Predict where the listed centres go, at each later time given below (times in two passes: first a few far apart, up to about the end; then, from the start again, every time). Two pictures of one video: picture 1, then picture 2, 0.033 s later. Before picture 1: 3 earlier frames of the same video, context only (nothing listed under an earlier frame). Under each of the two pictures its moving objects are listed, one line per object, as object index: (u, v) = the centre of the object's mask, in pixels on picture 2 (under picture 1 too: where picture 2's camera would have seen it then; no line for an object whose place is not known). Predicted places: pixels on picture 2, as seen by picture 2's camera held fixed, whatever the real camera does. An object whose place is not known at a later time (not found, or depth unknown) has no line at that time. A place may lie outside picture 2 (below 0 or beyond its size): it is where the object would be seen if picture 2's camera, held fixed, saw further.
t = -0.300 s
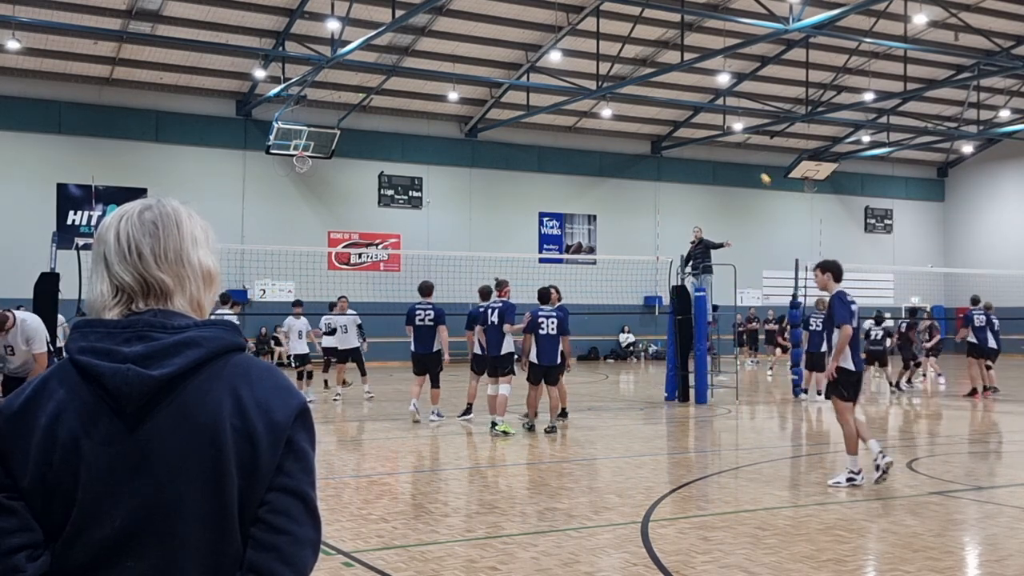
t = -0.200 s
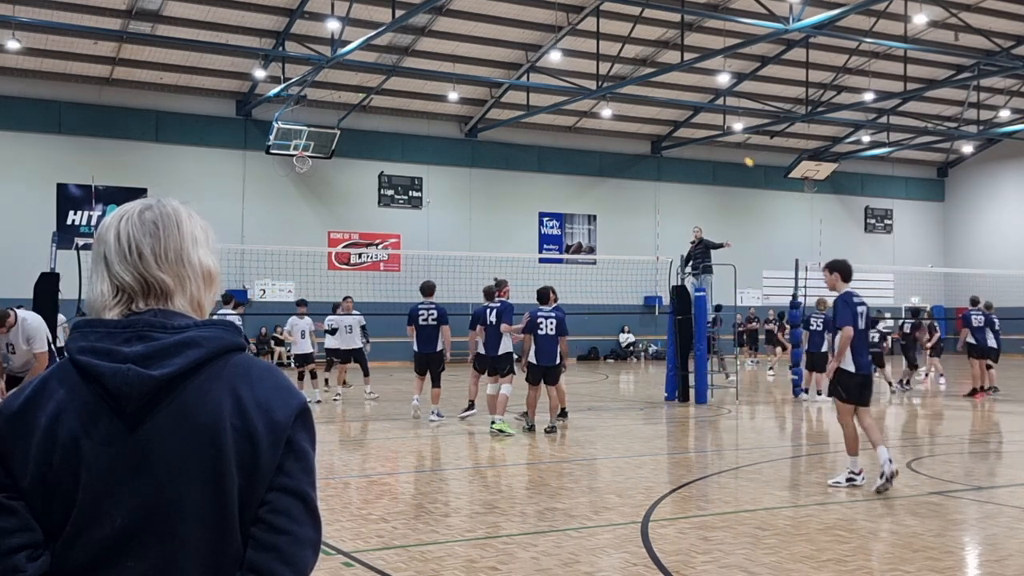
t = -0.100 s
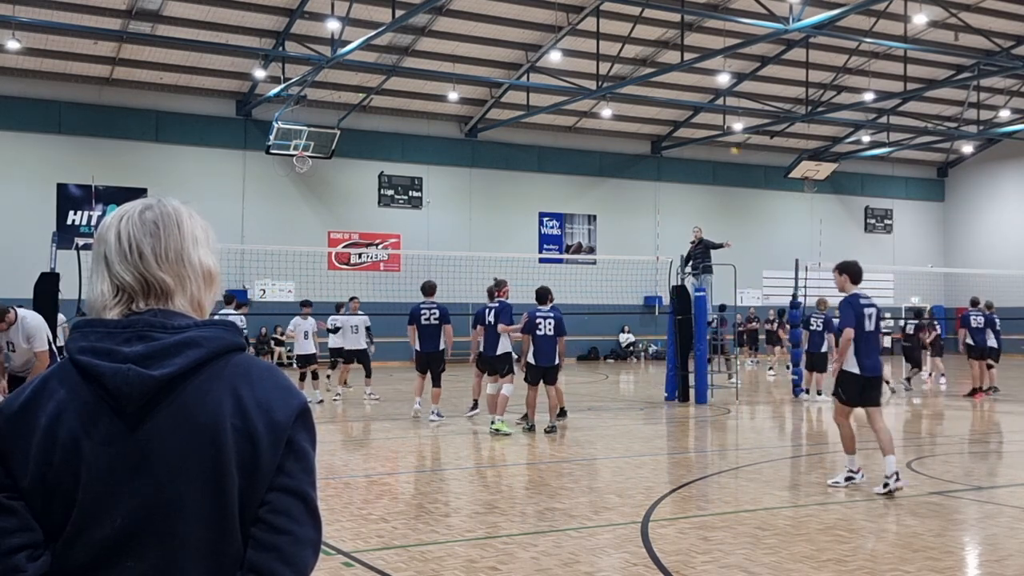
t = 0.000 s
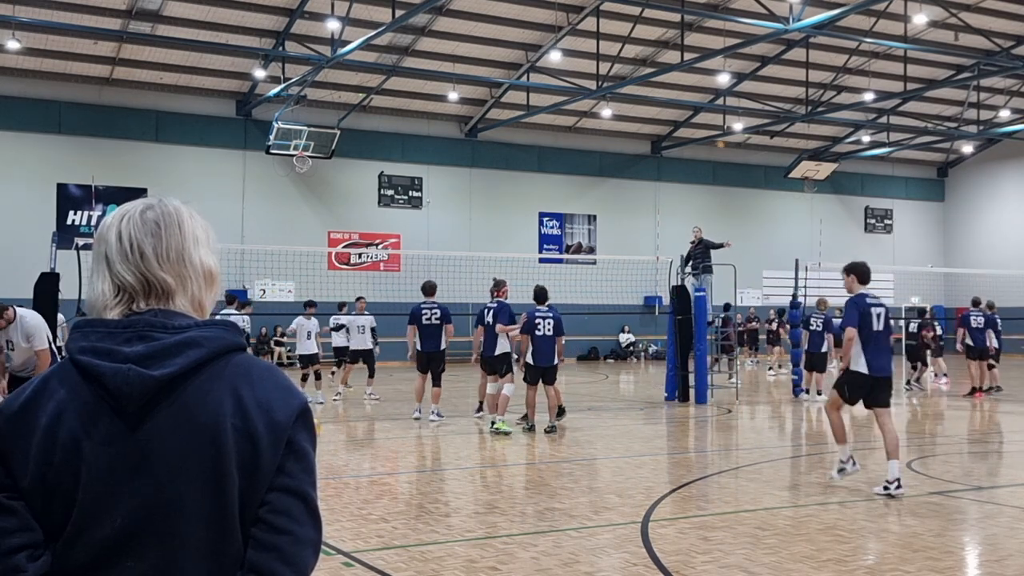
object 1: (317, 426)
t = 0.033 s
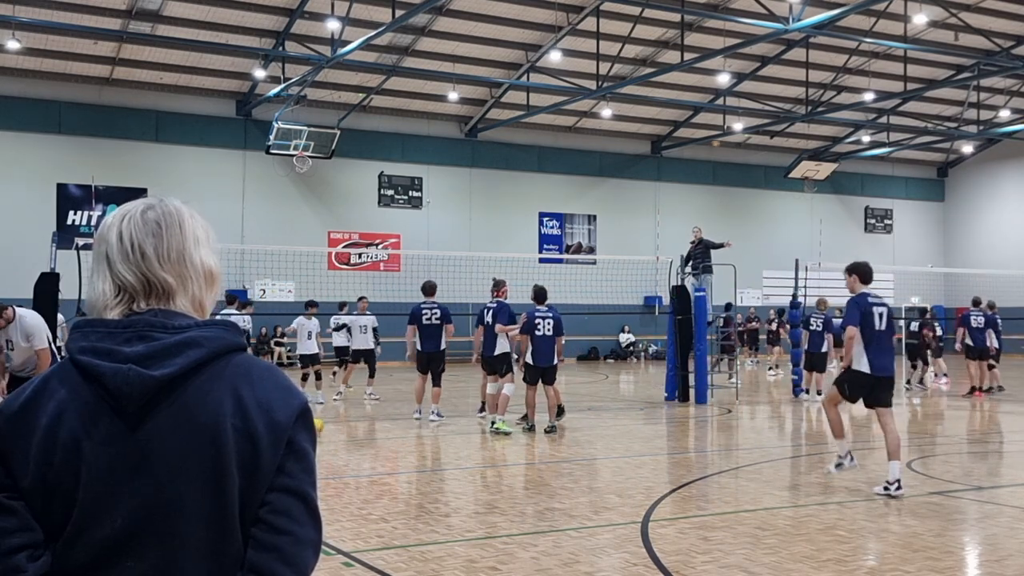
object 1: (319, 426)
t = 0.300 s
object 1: (339, 430)
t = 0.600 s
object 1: (367, 433)
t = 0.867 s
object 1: (392, 436)
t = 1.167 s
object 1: (420, 438)
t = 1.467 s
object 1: (451, 442)
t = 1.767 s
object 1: (481, 445)
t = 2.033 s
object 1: (510, 449)
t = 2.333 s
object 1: (544, 453)
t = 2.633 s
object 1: (577, 457)
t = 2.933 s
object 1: (612, 461)
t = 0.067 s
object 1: (320, 428)
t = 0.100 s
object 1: (322, 428)
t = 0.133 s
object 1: (324, 428)
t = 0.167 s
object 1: (327, 428)
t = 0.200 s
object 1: (329, 429)
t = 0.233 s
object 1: (332, 429)
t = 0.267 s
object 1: (335, 430)
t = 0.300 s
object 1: (339, 430)
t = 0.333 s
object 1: (342, 430)
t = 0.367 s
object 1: (344, 431)
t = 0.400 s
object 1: (348, 431)
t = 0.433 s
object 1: (352, 432)
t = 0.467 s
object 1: (355, 432)
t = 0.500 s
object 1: (357, 432)
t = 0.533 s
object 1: (360, 432)
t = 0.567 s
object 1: (363, 433)
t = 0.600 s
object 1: (367, 433)
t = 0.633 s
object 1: (370, 434)
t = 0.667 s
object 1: (373, 434)
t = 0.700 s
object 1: (376, 434)
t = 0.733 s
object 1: (380, 434)
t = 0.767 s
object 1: (382, 435)
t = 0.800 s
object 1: (386, 435)
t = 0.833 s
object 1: (389, 435)
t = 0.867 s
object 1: (392, 436)
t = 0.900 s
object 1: (395, 436)
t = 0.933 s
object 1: (398, 436)
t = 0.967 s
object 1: (402, 437)
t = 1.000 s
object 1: (404, 437)
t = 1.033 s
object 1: (408, 437)
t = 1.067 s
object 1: (412, 438)
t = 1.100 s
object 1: (415, 439)
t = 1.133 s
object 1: (418, 439)
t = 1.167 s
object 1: (420, 438)
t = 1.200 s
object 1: (425, 439)
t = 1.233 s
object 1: (428, 440)
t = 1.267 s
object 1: (431, 440)
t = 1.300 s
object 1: (435, 440)
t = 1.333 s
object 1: (438, 441)
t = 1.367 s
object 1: (441, 441)
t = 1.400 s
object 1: (444, 442)
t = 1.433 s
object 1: (447, 442)
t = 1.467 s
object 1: (451, 442)
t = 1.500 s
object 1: (454, 443)
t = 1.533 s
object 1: (457, 444)
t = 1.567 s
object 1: (461, 443)
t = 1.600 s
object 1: (465, 444)
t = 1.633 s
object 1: (468, 445)
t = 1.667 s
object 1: (471, 444)
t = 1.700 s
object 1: (475, 445)
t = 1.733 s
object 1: (478, 445)
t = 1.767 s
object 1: (481, 445)
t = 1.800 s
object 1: (484, 446)
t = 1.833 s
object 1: (488, 446)
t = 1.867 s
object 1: (493, 447)
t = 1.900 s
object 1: (496, 448)
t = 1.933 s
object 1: (500, 448)
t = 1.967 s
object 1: (503, 448)
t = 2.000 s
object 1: (506, 448)
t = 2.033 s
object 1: (510, 449)
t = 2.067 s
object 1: (514, 450)
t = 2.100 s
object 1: (518, 450)
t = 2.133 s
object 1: (521, 451)
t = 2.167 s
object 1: (525, 451)
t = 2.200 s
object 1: (528, 451)
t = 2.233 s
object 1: (532, 452)
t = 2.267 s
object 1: (536, 452)
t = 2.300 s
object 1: (540, 453)
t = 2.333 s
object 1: (544, 453)
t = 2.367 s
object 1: (546, 454)
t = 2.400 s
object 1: (551, 454)
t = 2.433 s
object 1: (554, 454)
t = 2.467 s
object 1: (558, 455)
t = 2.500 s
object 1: (562, 455)
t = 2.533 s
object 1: (566, 456)
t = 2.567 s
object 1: (569, 456)
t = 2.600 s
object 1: (572, 457)
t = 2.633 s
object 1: (577, 457)
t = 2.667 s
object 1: (581, 457)
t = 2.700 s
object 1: (584, 458)
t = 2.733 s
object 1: (588, 458)
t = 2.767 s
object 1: (592, 459)
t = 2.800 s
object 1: (596, 459)
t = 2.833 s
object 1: (600, 460)
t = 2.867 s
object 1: (604, 460)
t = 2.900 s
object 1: (608, 460)
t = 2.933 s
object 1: (612, 461)
